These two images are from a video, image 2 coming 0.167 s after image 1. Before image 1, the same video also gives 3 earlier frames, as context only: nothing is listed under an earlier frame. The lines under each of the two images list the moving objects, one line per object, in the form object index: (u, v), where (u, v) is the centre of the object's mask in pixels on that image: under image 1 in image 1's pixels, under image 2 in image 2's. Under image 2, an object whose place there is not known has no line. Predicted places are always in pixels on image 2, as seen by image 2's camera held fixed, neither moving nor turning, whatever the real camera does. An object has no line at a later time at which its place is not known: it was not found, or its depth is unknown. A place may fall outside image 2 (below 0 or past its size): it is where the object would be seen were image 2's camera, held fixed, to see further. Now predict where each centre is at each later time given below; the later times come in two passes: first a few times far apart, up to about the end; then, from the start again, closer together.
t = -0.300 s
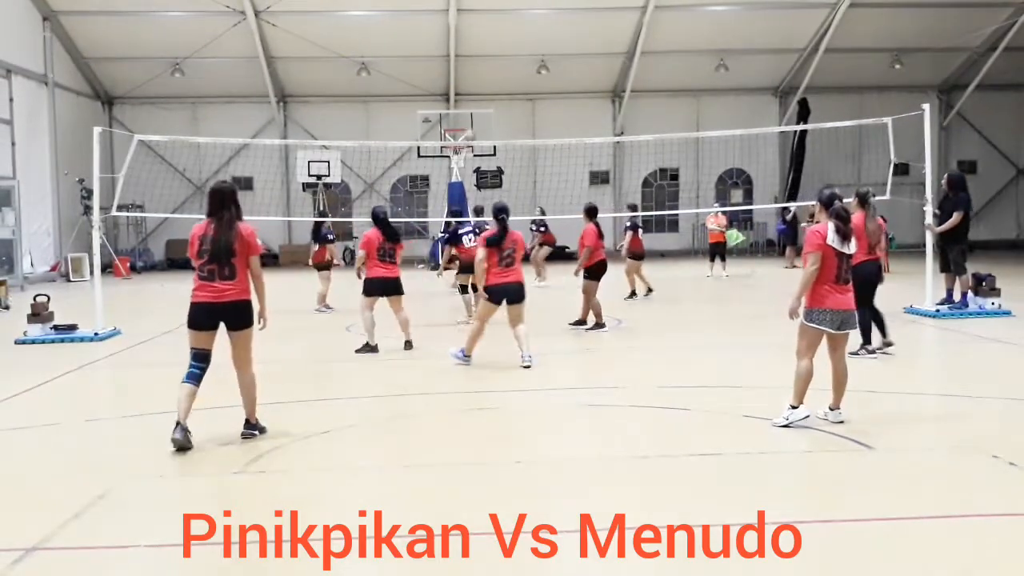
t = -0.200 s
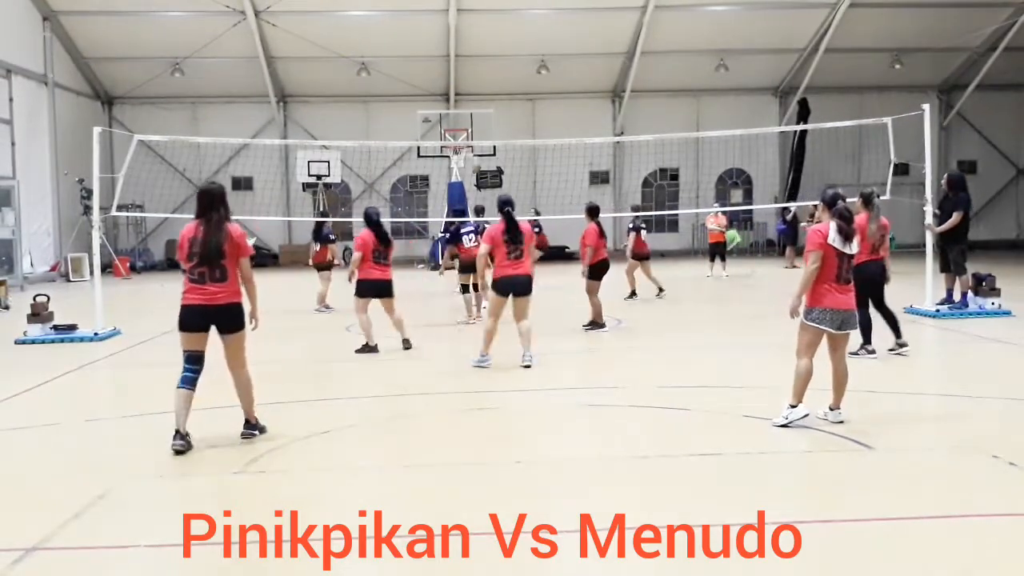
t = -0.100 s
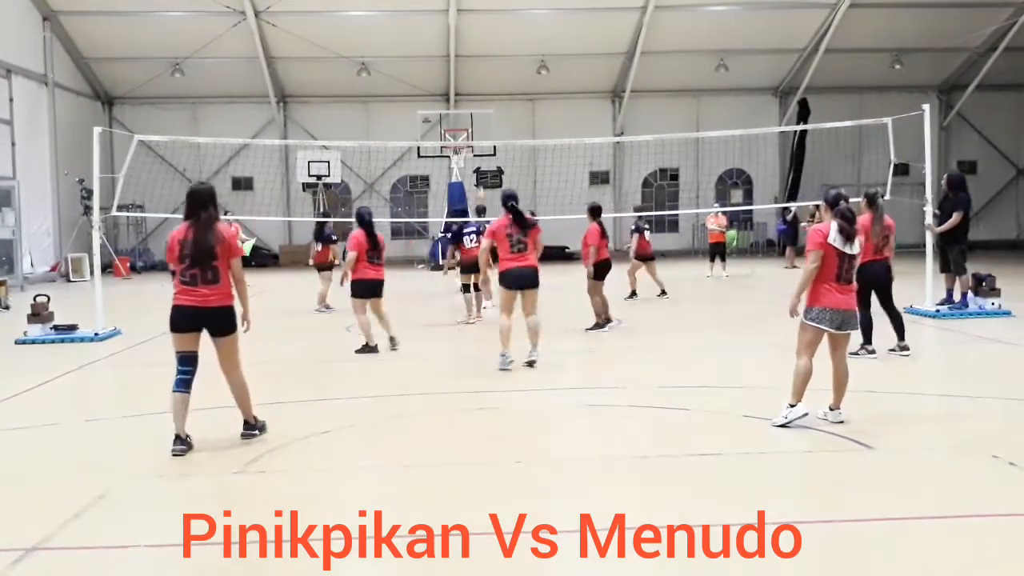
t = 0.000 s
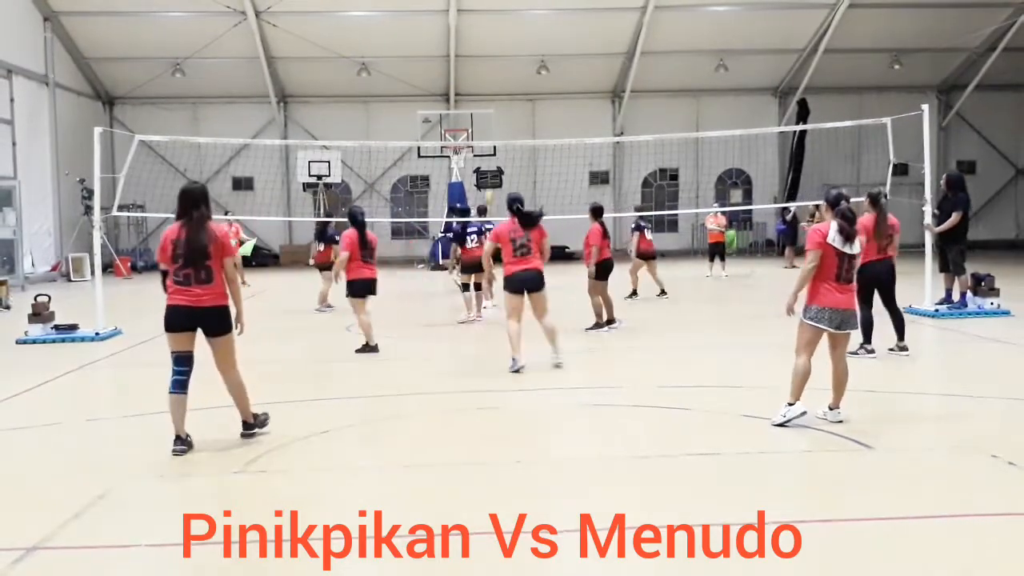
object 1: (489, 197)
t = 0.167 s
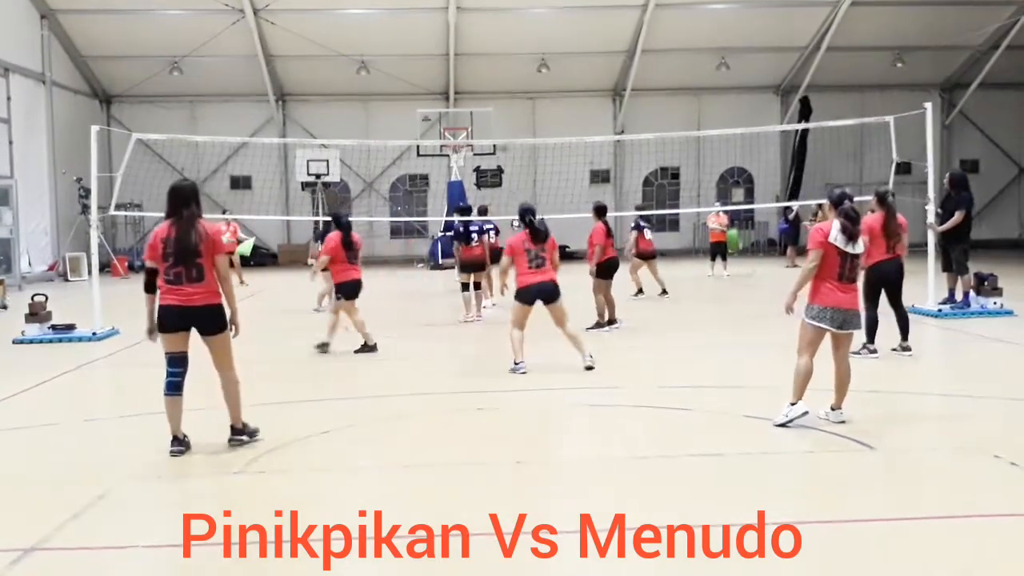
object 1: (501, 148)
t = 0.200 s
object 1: (505, 134)
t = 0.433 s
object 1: (527, 91)
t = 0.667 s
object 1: (551, 77)
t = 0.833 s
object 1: (568, 86)
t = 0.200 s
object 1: (505, 134)
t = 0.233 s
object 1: (509, 128)
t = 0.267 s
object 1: (510, 121)
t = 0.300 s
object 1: (514, 114)
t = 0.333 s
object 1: (517, 107)
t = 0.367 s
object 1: (519, 100)
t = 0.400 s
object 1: (522, 94)
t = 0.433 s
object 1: (527, 91)
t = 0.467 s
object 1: (529, 87)
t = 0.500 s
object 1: (532, 83)
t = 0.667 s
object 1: (551, 77)
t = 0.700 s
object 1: (555, 77)
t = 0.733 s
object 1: (559, 78)
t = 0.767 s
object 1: (562, 80)
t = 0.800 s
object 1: (564, 83)
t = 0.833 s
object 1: (568, 86)
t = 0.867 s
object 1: (571, 90)
